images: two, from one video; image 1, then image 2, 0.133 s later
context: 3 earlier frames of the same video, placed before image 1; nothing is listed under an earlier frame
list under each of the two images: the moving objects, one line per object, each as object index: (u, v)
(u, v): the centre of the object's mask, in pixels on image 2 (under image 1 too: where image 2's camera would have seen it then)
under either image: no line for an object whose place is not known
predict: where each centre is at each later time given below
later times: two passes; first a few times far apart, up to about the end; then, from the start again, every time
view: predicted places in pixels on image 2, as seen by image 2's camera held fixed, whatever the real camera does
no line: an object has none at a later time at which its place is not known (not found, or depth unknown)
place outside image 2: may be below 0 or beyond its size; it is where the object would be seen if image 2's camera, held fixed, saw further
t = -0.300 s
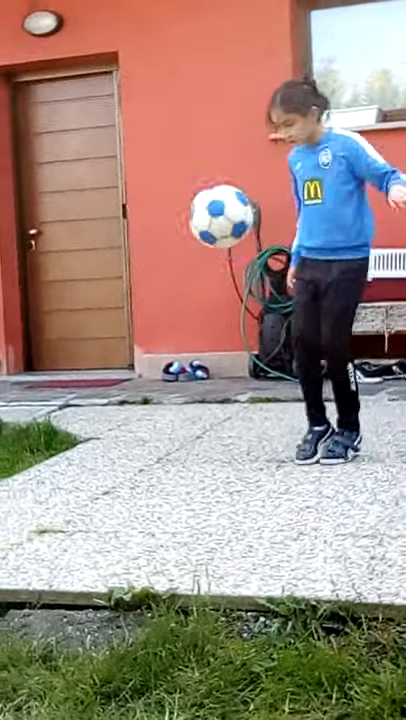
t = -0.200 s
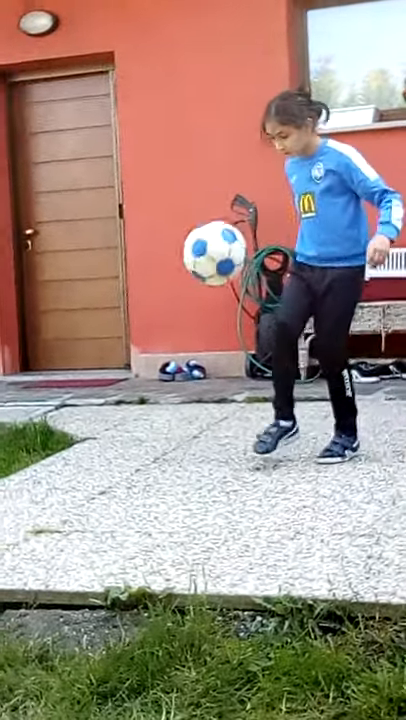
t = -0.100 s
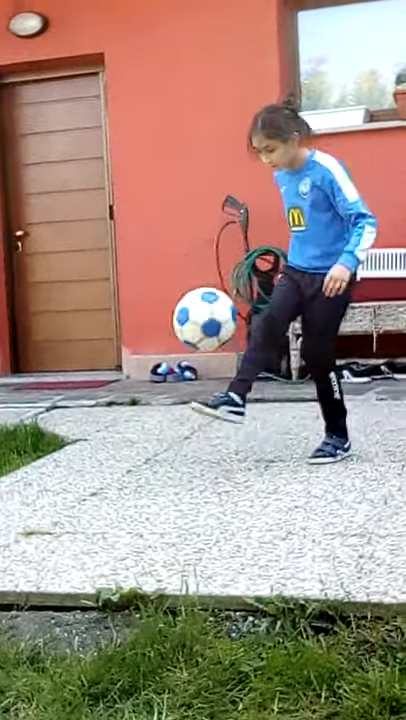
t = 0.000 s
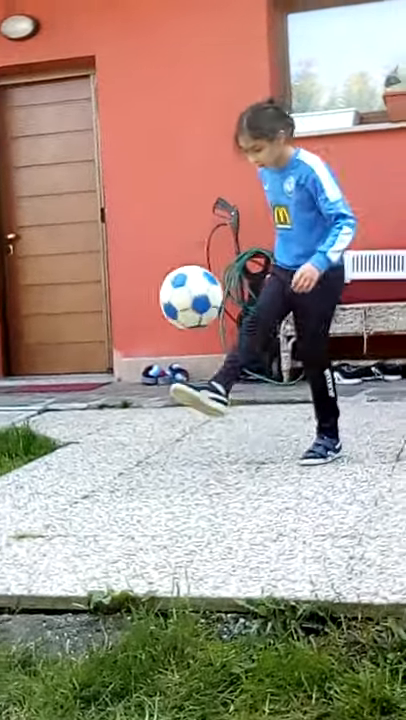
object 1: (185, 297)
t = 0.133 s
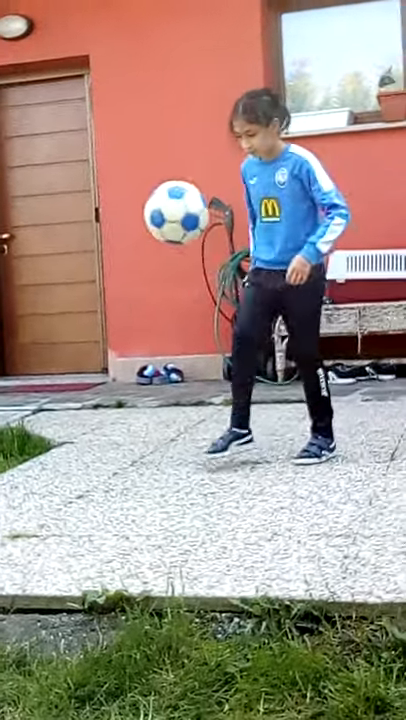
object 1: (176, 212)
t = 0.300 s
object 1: (169, 177)
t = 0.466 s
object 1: (165, 220)
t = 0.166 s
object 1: (174, 199)
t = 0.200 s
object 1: (173, 189)
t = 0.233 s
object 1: (171, 182)
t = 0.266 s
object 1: (170, 178)
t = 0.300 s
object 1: (169, 177)
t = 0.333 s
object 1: (168, 179)
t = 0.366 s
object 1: (167, 185)
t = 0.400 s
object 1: (166, 194)
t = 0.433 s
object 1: (166, 206)
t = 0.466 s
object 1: (165, 220)
